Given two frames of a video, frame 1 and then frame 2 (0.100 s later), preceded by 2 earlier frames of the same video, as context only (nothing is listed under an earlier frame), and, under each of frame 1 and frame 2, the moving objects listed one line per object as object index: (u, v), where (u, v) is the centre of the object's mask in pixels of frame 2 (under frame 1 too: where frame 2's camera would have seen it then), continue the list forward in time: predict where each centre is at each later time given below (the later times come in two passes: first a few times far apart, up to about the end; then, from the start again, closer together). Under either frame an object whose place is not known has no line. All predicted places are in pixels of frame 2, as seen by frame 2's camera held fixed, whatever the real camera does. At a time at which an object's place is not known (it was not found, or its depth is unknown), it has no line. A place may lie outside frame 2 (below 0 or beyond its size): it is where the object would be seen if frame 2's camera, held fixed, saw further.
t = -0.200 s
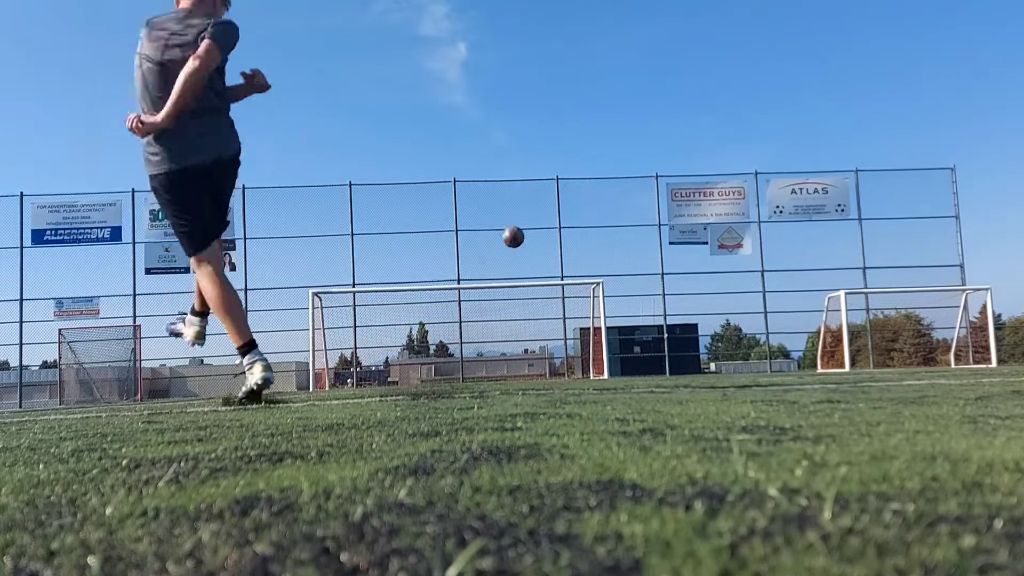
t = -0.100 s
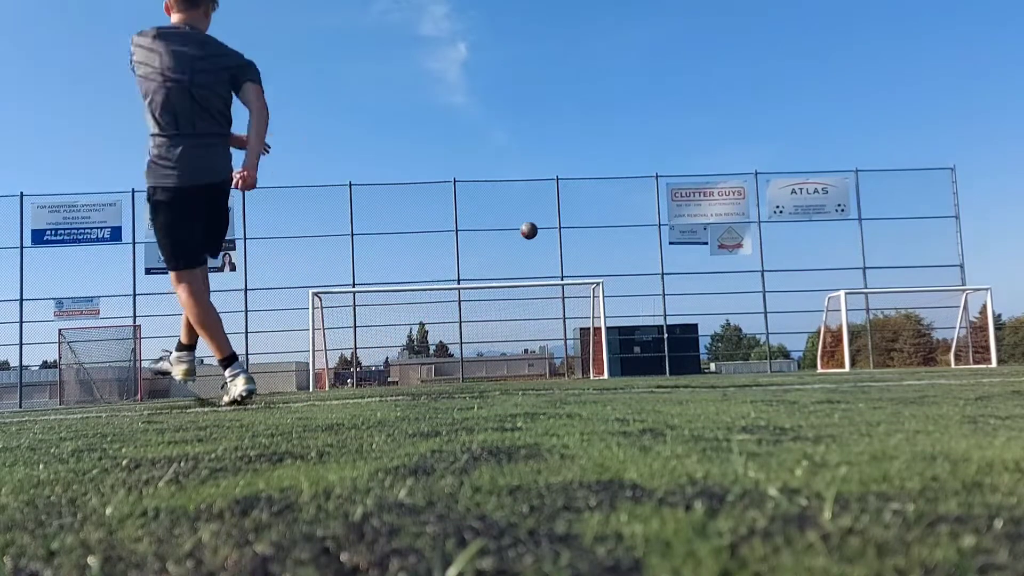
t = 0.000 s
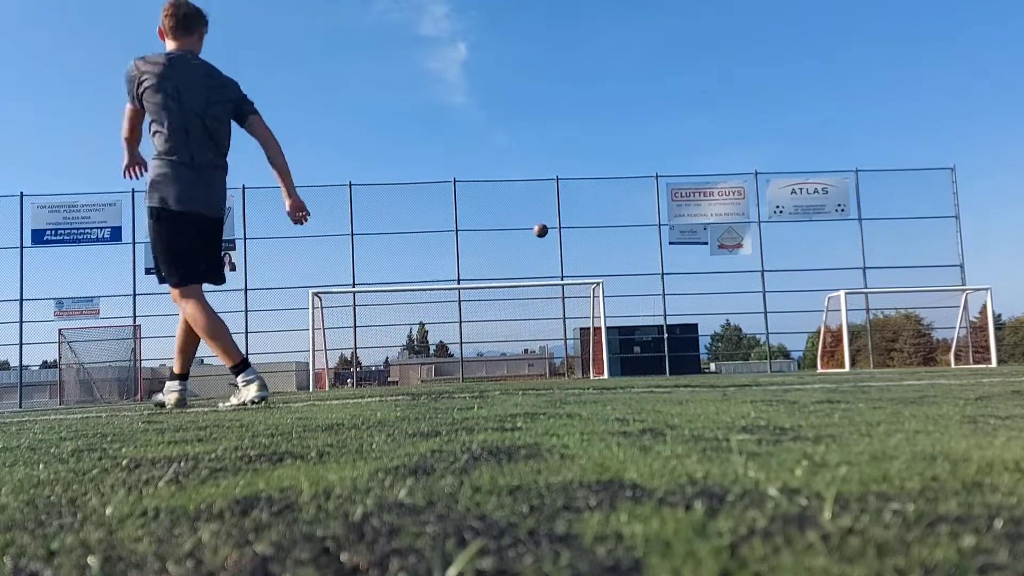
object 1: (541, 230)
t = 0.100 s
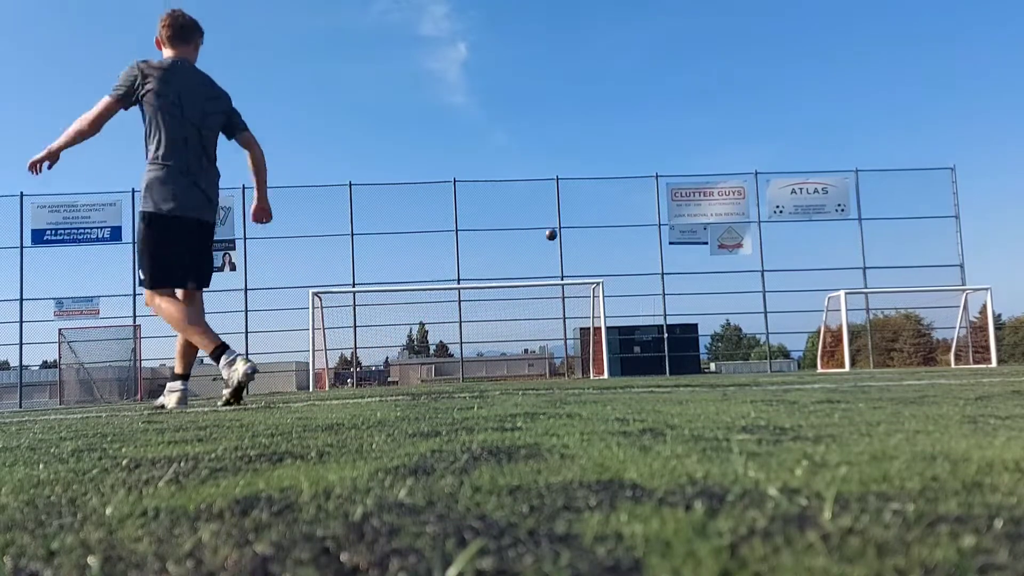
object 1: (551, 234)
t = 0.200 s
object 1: (560, 241)
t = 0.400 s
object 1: (575, 260)
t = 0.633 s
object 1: (592, 290)
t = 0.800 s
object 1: (610, 257)
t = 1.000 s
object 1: (638, 207)
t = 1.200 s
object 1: (672, 166)
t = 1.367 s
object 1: (704, 140)
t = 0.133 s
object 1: (554, 236)
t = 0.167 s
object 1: (557, 239)
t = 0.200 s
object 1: (560, 241)
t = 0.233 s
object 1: (562, 244)
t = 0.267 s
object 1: (565, 247)
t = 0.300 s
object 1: (568, 250)
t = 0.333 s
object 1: (570, 253)
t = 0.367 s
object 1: (573, 256)
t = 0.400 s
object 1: (575, 260)
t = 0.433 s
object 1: (578, 264)
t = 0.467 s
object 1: (580, 268)
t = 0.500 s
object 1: (582, 272)
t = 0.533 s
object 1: (584, 276)
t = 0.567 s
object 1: (588, 278)
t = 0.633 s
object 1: (592, 290)
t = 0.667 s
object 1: (596, 293)
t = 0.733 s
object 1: (602, 276)
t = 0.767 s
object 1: (606, 266)
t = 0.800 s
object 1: (610, 257)
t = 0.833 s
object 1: (614, 248)
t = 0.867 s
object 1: (619, 239)
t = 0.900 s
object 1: (623, 231)
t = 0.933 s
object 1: (629, 223)
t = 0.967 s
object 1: (633, 215)
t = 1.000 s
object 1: (638, 207)
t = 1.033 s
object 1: (643, 199)
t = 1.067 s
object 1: (648, 192)
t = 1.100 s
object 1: (654, 185)
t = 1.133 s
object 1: (660, 178)
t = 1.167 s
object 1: (666, 172)
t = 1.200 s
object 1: (672, 166)
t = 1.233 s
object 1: (678, 160)
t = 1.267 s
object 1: (684, 154)
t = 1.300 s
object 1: (690, 149)
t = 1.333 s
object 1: (697, 145)
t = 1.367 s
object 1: (704, 140)
